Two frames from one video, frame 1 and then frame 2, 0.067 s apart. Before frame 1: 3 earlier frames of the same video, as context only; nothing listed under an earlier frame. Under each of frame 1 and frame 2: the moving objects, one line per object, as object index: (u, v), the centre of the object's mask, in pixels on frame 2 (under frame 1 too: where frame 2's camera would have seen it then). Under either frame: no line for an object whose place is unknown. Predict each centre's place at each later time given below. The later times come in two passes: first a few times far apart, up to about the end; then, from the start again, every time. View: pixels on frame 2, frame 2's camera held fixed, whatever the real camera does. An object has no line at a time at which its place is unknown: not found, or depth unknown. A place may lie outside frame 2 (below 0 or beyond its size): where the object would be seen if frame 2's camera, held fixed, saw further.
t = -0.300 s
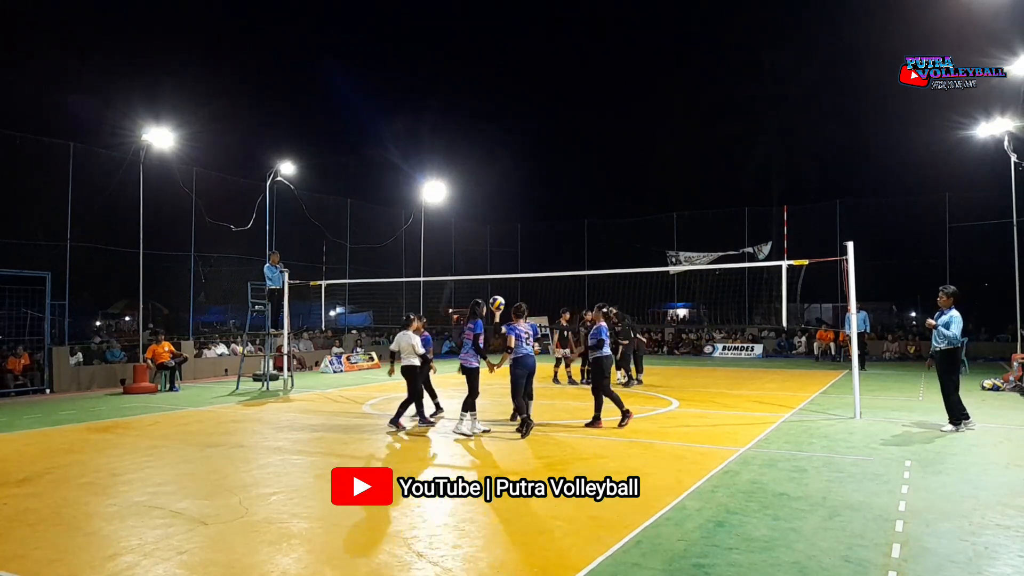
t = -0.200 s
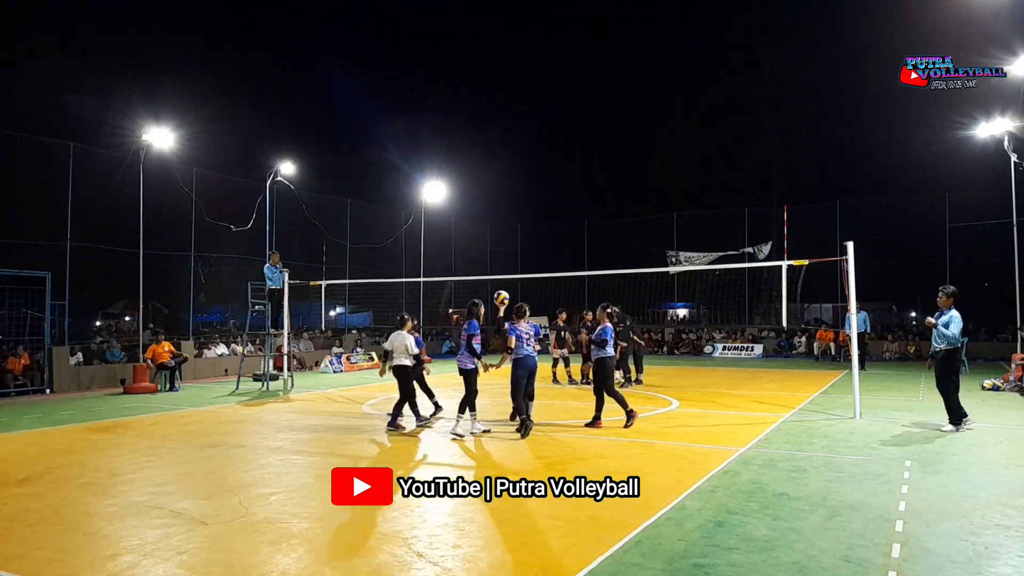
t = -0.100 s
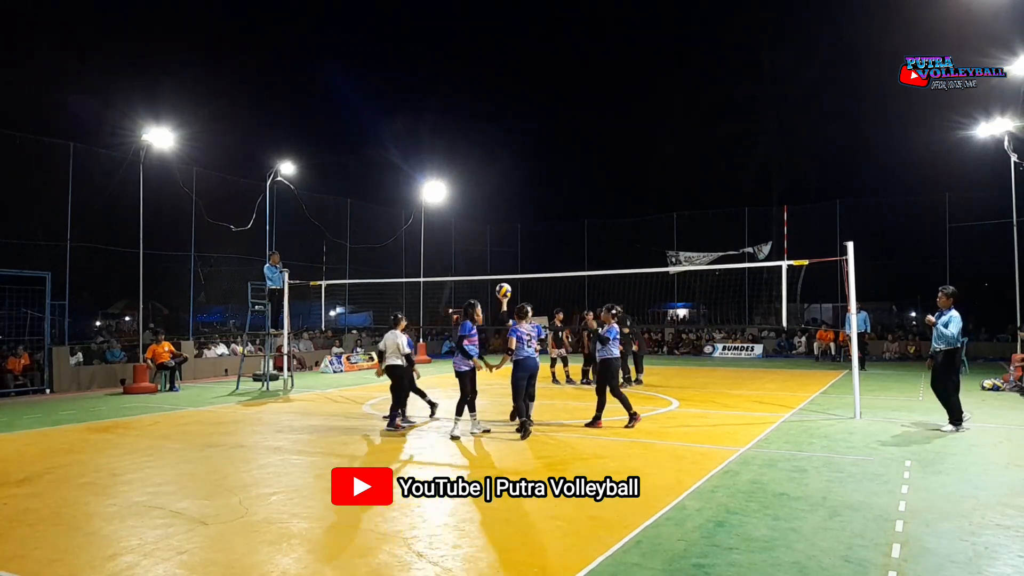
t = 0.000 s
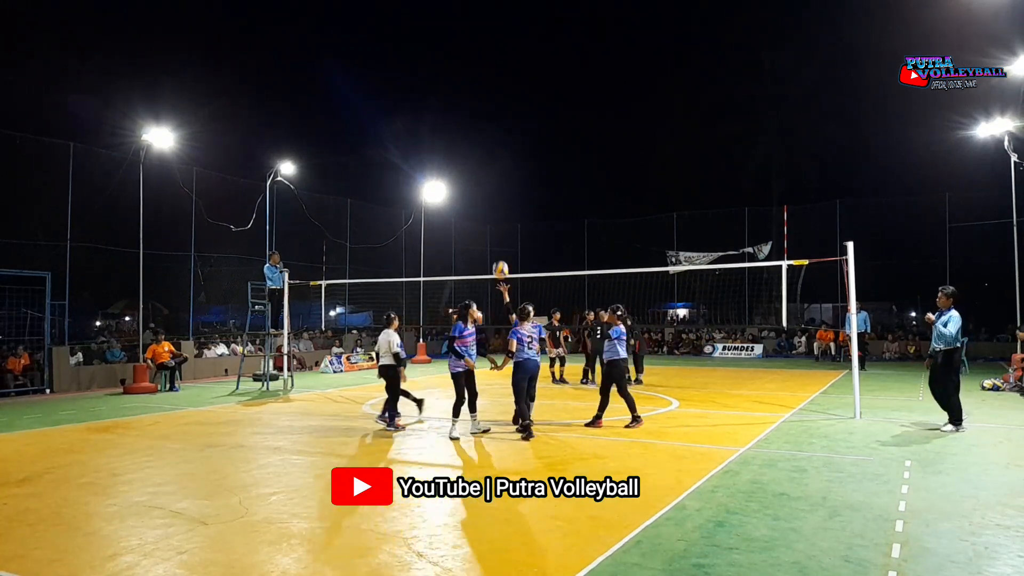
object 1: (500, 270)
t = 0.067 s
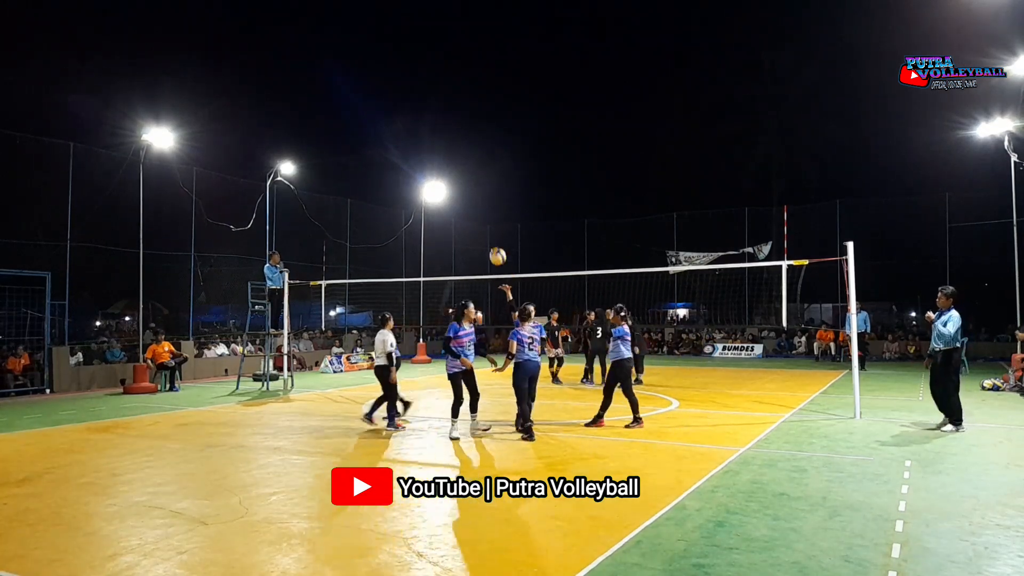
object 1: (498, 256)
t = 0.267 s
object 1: (490, 232)
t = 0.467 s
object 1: (480, 241)
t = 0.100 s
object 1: (496, 251)
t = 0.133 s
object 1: (495, 245)
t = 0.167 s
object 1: (494, 240)
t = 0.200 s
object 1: (492, 237)
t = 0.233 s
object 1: (491, 234)
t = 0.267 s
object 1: (490, 232)
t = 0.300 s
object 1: (488, 231)
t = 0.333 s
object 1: (487, 230)
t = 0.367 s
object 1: (485, 231)
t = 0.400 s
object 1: (484, 233)
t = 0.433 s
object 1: (482, 236)
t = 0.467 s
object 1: (480, 241)
